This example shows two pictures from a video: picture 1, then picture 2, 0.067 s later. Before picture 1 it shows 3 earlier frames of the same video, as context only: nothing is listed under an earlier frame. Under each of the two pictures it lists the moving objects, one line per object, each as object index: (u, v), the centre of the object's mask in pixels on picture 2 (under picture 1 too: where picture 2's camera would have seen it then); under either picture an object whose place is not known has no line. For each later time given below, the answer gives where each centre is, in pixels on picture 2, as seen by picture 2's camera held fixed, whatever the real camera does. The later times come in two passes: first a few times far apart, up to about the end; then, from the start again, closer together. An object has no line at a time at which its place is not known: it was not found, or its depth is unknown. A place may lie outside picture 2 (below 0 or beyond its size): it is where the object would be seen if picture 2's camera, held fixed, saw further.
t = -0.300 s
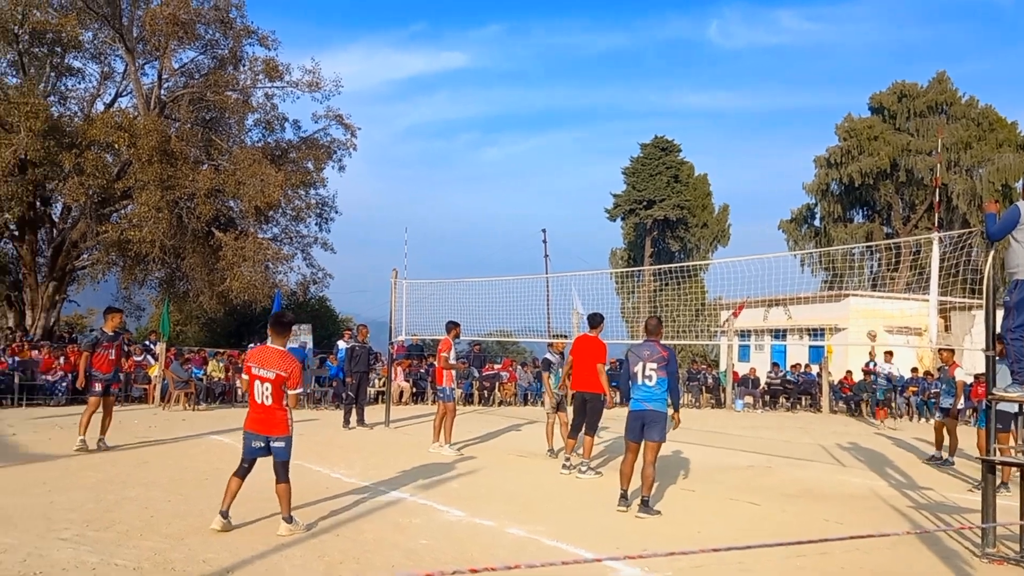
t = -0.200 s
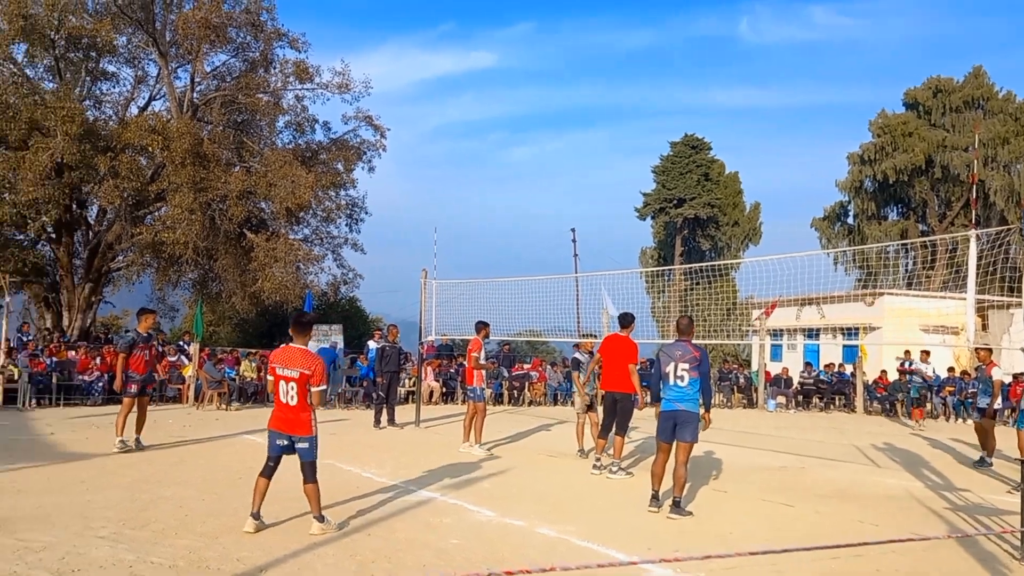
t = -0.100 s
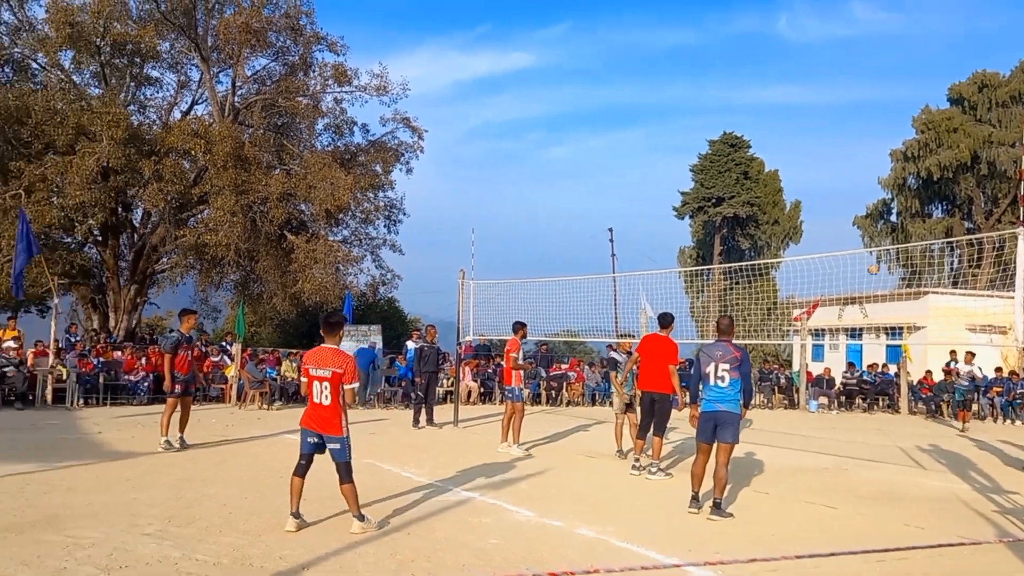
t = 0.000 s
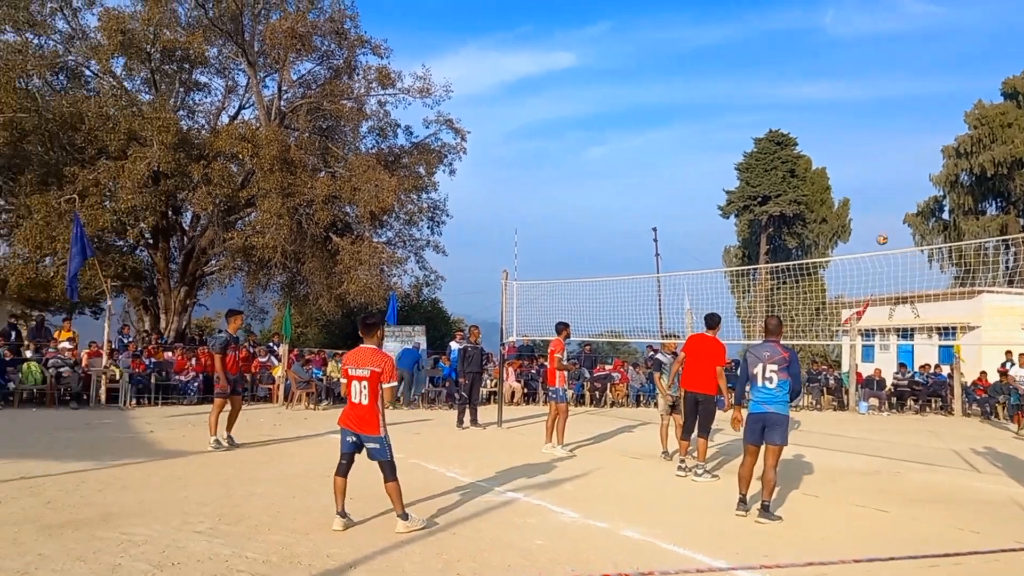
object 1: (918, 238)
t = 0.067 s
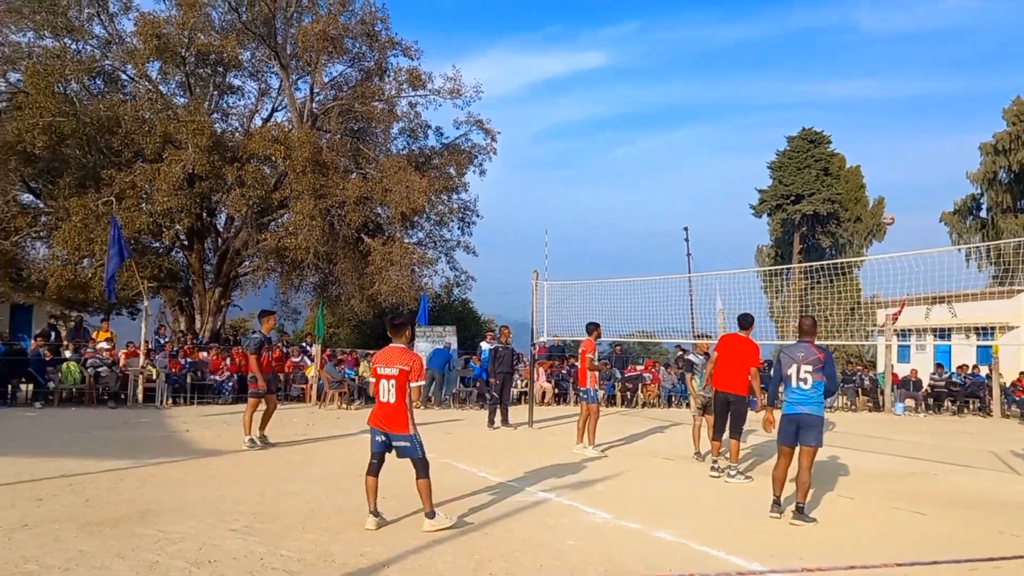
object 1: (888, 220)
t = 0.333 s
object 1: (770, 161)
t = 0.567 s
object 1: (652, 129)
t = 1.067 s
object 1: (363, 151)
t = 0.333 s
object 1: (770, 161)
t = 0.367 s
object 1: (751, 155)
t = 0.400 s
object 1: (735, 150)
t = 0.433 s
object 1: (719, 145)
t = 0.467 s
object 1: (703, 140)
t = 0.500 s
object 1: (686, 137)
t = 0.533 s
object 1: (669, 133)
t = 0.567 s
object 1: (652, 129)
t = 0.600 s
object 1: (635, 127)
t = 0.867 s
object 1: (489, 125)
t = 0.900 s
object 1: (470, 128)
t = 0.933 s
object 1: (451, 131)
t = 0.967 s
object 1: (431, 135)
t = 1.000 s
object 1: (408, 140)
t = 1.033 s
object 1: (387, 145)
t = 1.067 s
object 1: (363, 151)
